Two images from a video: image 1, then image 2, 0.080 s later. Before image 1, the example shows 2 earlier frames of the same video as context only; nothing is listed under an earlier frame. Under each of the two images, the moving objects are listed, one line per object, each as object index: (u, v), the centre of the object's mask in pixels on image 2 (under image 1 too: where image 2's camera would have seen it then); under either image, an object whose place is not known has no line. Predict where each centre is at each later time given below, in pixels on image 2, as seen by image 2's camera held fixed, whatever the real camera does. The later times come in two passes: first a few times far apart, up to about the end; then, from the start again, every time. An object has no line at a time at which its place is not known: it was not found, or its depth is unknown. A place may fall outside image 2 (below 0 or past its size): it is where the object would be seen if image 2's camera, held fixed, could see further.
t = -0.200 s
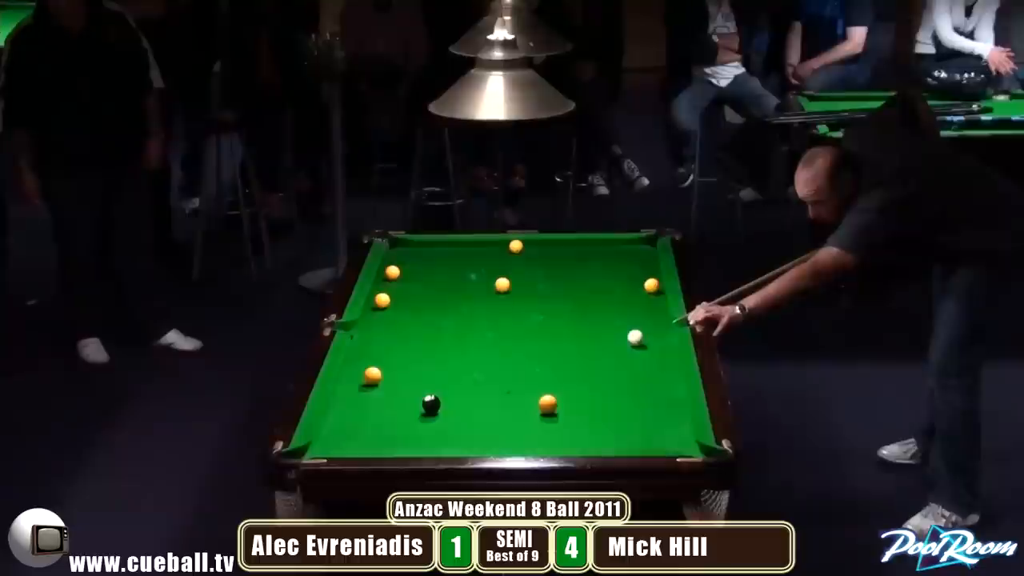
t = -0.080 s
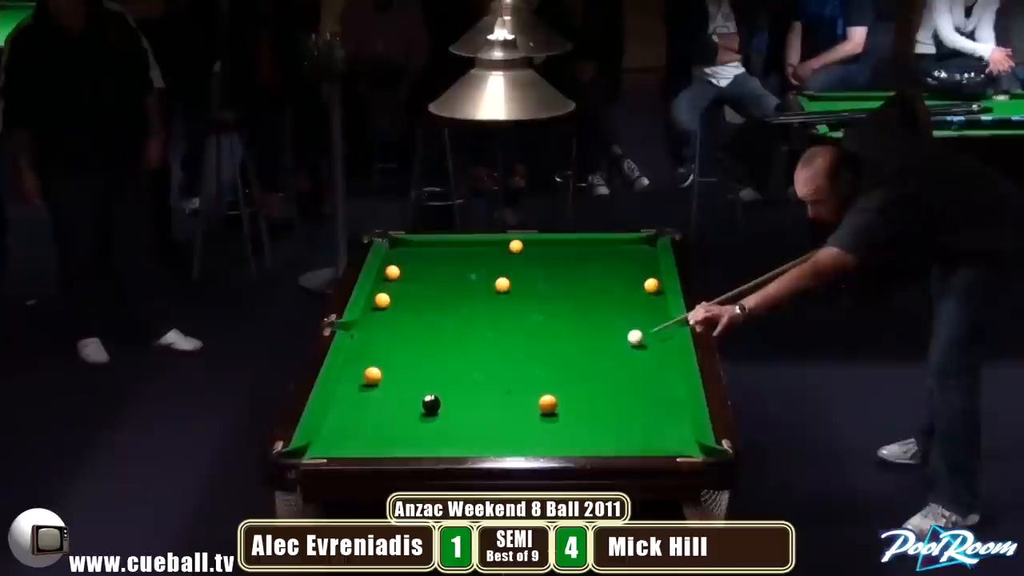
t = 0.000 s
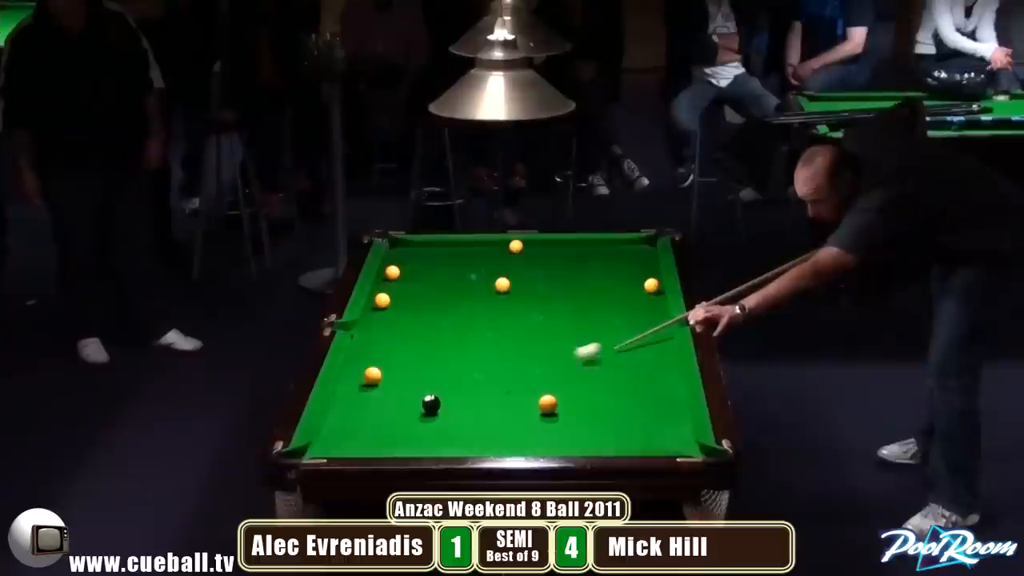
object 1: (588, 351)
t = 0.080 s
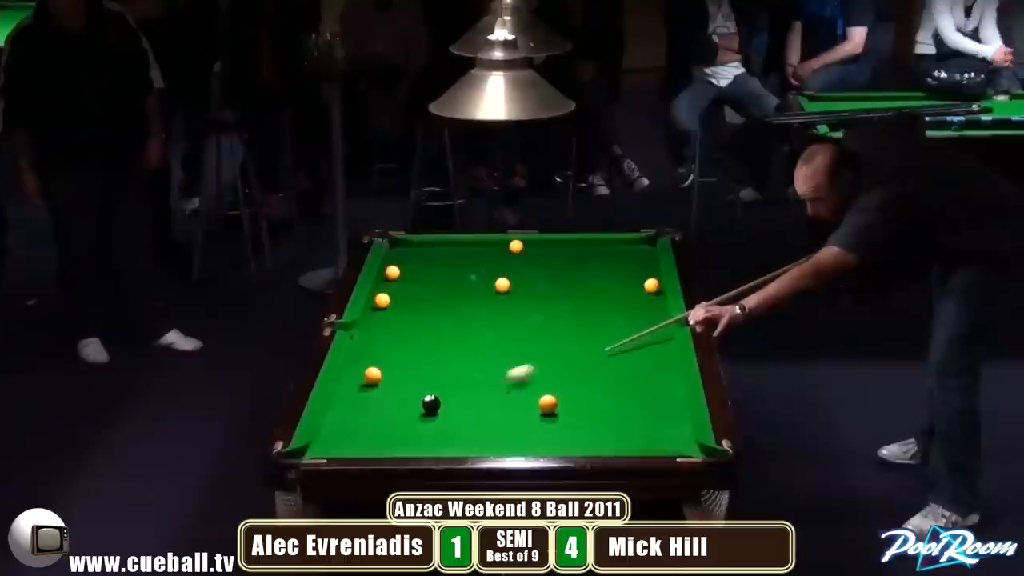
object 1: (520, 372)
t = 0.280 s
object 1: (429, 394)
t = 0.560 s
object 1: (401, 384)
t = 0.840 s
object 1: (387, 378)
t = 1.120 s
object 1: (387, 374)
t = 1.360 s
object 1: (387, 371)
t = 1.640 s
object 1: (387, 370)
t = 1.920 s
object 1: (386, 369)
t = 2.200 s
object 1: (386, 369)
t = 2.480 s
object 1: (385, 368)
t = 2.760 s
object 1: (385, 369)
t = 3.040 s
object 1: (385, 370)
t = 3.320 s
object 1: (385, 370)
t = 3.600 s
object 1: (385, 370)
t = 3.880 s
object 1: (385, 370)
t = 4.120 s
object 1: (385, 370)
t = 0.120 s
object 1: (486, 384)
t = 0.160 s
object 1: (452, 395)
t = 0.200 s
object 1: (438, 397)
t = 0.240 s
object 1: (433, 395)
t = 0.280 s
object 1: (429, 394)
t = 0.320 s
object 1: (425, 392)
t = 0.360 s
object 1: (421, 391)
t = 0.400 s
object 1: (417, 389)
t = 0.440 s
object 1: (413, 388)
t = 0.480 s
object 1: (409, 387)
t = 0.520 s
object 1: (405, 385)
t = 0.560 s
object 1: (401, 384)
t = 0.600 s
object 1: (398, 383)
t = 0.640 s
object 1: (394, 381)
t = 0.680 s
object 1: (390, 380)
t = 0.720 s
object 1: (388, 379)
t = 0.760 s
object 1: (387, 379)
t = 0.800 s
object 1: (387, 378)
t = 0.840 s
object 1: (387, 378)
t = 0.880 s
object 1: (387, 377)
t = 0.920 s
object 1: (387, 376)
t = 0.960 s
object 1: (387, 376)
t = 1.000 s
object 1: (387, 375)
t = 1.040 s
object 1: (387, 374)
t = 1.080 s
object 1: (387, 374)
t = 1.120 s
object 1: (387, 374)
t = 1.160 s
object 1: (387, 373)
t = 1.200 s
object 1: (387, 373)
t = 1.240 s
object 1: (387, 373)
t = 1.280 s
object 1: (387, 372)
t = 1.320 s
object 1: (387, 372)
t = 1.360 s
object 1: (387, 371)
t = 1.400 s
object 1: (387, 371)
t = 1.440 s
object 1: (387, 371)
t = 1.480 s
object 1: (387, 371)
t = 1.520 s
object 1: (387, 370)
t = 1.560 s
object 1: (387, 370)
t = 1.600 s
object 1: (387, 370)
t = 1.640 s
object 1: (387, 370)
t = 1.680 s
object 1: (387, 370)
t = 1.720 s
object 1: (387, 369)
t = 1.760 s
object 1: (386, 370)
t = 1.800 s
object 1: (386, 370)
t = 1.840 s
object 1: (386, 368)
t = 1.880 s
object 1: (386, 369)
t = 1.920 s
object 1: (386, 369)
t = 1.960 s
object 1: (386, 368)
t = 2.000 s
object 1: (386, 369)
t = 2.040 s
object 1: (386, 370)
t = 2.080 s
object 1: (386, 369)
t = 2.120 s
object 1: (385, 369)
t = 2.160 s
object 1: (386, 370)
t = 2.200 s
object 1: (386, 369)
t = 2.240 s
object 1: (386, 368)
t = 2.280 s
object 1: (385, 370)
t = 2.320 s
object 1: (385, 370)
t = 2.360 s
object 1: (385, 369)
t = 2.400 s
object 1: (385, 370)
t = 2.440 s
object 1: (385, 370)
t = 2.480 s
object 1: (385, 368)
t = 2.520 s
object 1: (385, 369)
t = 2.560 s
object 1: (385, 370)
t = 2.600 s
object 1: (385, 369)
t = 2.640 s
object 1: (385, 369)
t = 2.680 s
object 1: (385, 370)
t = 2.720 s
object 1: (385, 369)
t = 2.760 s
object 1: (385, 369)
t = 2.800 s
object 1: (385, 370)
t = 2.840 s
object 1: (385, 369)
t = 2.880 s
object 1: (385, 369)
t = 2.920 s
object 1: (385, 370)
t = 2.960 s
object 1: (385, 370)
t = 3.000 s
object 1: (385, 368)
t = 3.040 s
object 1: (385, 370)
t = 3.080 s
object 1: (385, 370)
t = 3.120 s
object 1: (385, 369)
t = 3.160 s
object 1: (385, 370)
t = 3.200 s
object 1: (385, 370)
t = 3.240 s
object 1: (385, 369)
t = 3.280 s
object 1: (385, 369)
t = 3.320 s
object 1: (385, 370)
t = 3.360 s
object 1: (385, 369)
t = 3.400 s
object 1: (385, 369)
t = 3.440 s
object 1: (385, 370)
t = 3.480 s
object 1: (385, 369)
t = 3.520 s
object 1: (385, 369)
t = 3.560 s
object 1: (385, 370)
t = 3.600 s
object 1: (385, 370)
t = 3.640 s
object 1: (385, 369)
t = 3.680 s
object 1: (385, 369)
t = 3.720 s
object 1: (385, 370)
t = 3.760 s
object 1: (385, 369)
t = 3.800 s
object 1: (385, 369)
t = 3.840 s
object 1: (385, 370)
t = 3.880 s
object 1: (385, 370)
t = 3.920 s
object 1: (385, 369)
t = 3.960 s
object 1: (385, 370)
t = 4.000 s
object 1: (385, 370)
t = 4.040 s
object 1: (385, 369)
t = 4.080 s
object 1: (385, 370)
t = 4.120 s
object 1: (385, 370)
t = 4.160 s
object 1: (385, 369)
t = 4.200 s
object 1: (385, 369)
